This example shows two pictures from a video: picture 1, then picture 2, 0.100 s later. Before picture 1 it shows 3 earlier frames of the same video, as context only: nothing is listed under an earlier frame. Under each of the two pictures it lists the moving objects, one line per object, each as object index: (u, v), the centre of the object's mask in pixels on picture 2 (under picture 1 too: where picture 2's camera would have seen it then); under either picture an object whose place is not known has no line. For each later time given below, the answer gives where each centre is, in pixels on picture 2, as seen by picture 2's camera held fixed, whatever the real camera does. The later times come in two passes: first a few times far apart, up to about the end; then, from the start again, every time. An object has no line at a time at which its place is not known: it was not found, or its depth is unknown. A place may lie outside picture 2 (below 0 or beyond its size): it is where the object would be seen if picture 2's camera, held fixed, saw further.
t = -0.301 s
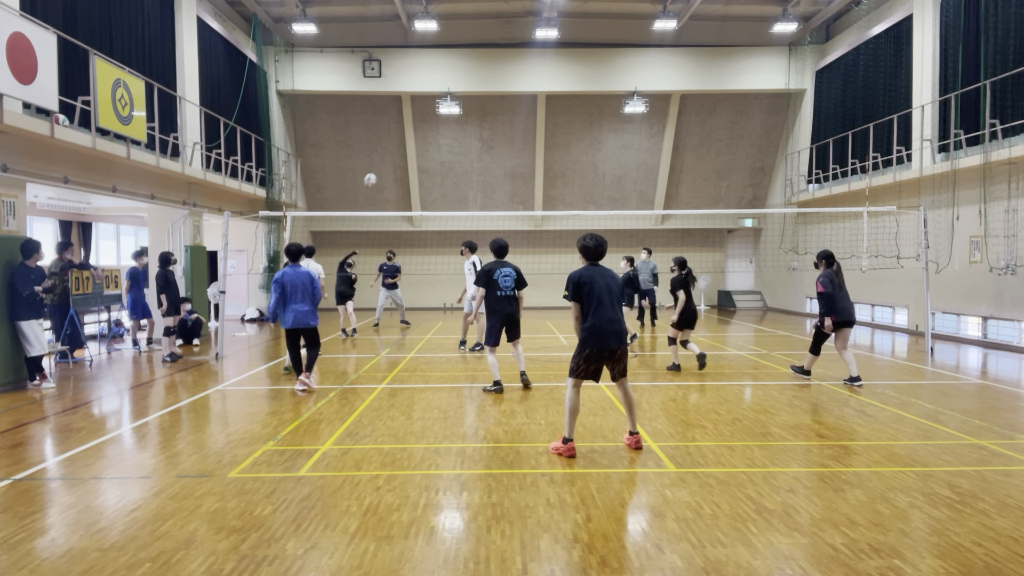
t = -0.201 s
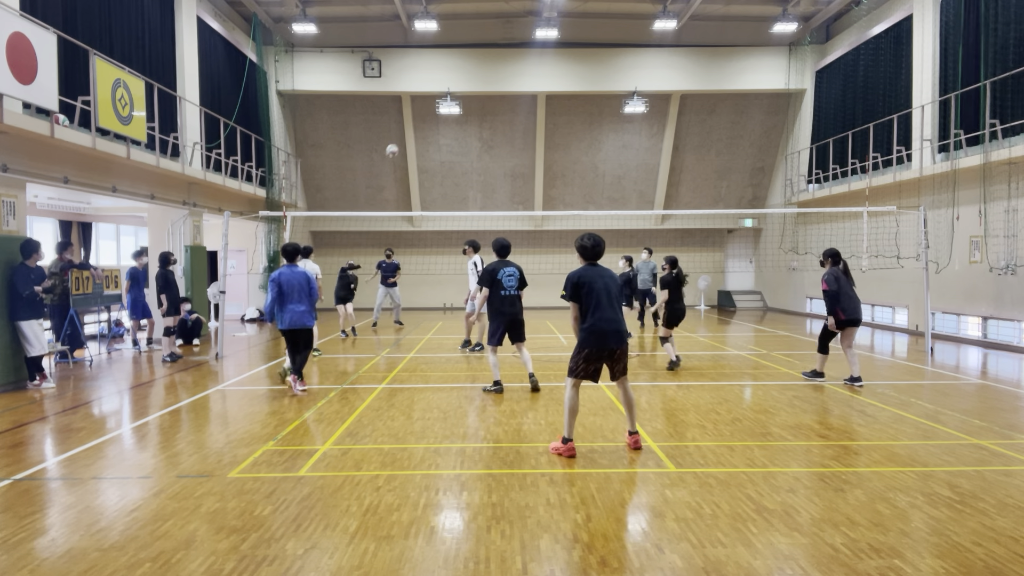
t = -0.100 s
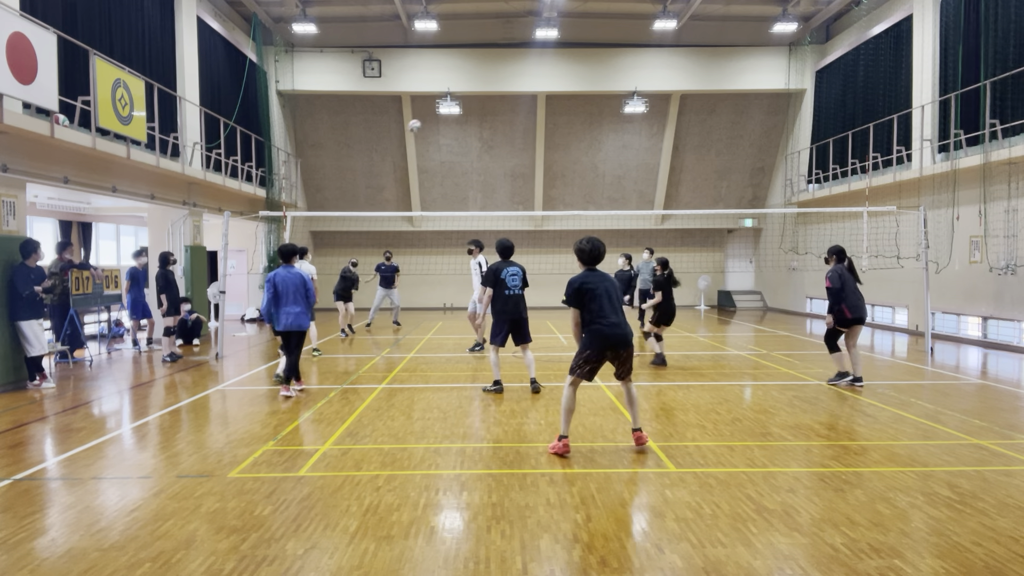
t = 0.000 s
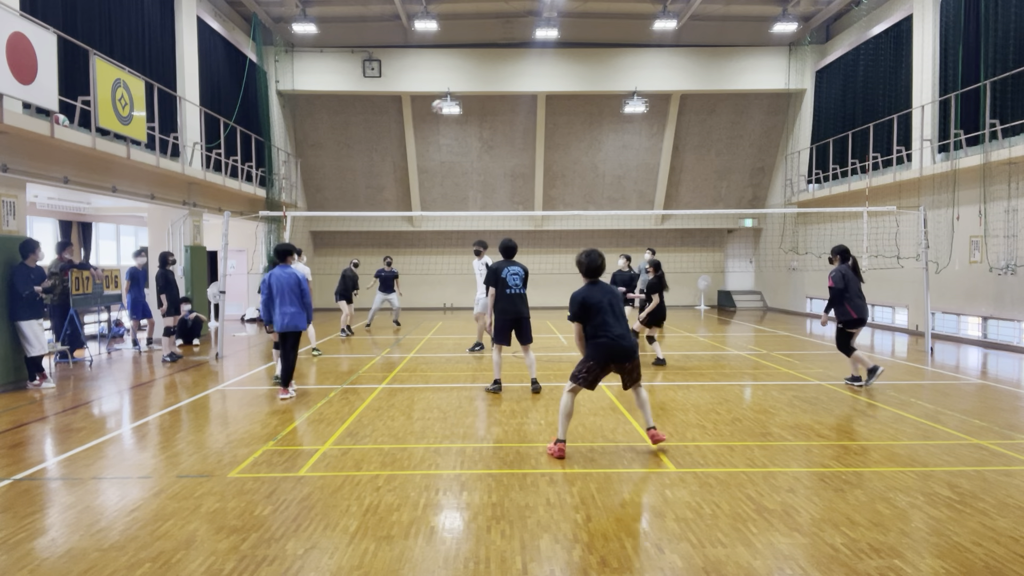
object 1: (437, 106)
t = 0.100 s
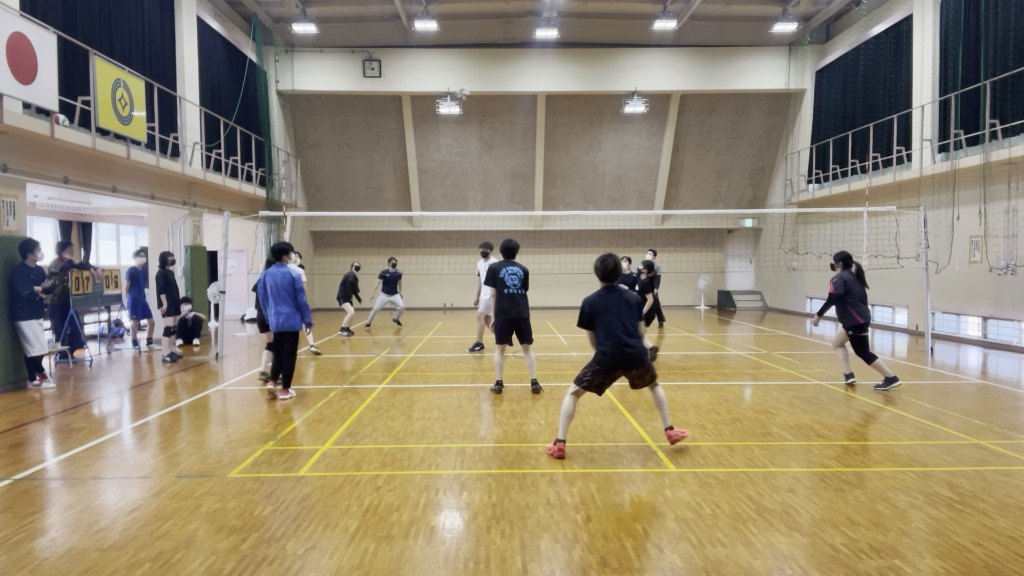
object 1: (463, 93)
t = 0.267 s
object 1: (507, 83)
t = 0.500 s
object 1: (574, 100)
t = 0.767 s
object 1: (662, 172)
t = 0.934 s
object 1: (722, 249)
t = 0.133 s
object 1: (471, 90)
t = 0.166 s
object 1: (480, 87)
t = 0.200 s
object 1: (489, 84)
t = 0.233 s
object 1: (498, 83)
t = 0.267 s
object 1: (507, 83)
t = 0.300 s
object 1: (516, 83)
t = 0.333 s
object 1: (525, 84)
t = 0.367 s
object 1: (535, 87)
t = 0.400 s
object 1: (545, 89)
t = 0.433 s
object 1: (555, 93)
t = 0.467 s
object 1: (564, 96)
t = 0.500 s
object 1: (574, 100)
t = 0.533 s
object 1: (585, 106)
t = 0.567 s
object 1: (595, 113)
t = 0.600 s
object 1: (606, 120)
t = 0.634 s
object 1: (616, 128)
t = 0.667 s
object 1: (627, 138)
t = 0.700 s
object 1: (639, 148)
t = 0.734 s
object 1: (650, 160)
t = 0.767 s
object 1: (662, 172)
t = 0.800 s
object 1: (674, 186)
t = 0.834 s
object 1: (685, 199)
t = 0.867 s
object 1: (697, 214)
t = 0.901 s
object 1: (709, 232)
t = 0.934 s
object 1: (722, 249)
